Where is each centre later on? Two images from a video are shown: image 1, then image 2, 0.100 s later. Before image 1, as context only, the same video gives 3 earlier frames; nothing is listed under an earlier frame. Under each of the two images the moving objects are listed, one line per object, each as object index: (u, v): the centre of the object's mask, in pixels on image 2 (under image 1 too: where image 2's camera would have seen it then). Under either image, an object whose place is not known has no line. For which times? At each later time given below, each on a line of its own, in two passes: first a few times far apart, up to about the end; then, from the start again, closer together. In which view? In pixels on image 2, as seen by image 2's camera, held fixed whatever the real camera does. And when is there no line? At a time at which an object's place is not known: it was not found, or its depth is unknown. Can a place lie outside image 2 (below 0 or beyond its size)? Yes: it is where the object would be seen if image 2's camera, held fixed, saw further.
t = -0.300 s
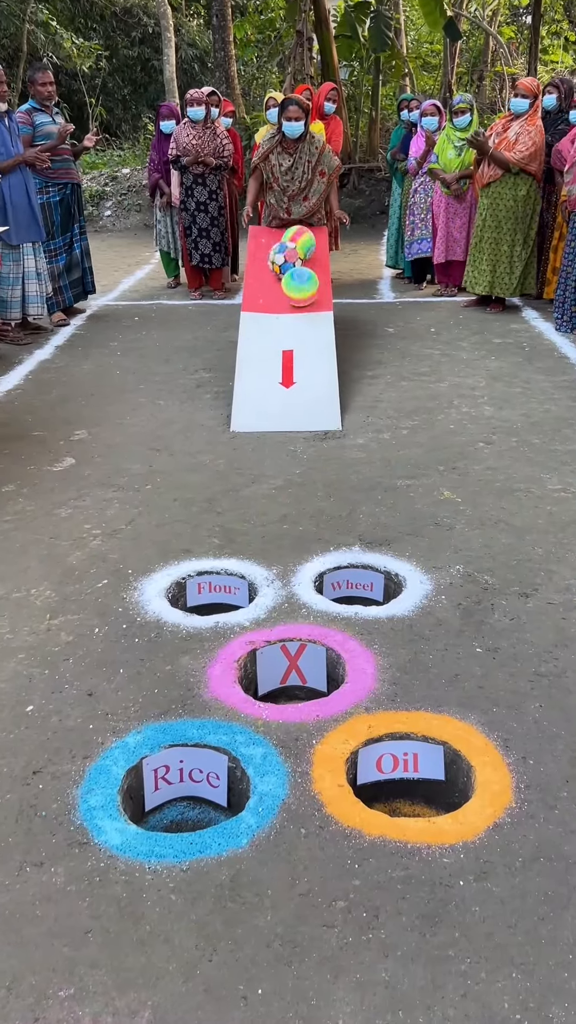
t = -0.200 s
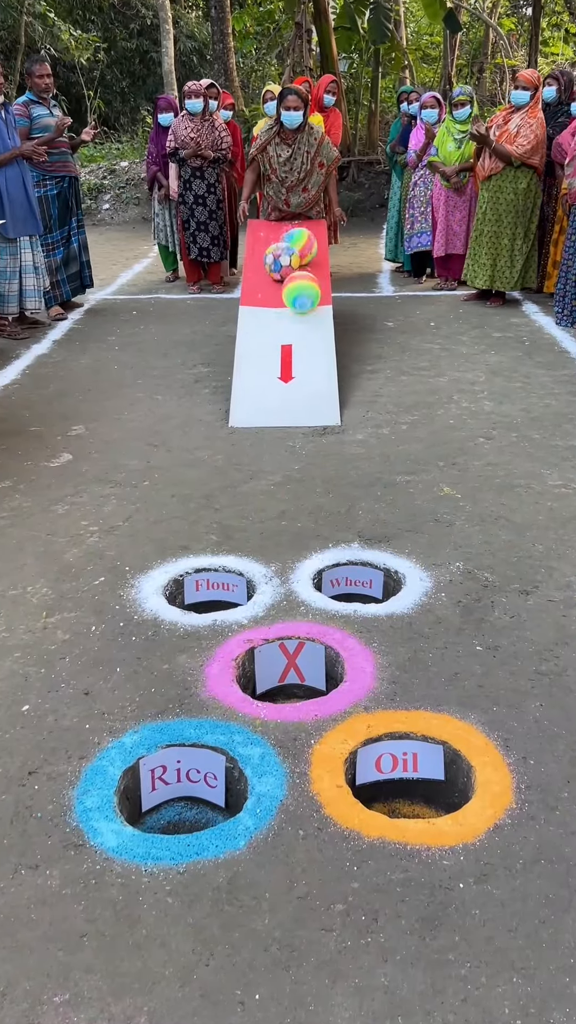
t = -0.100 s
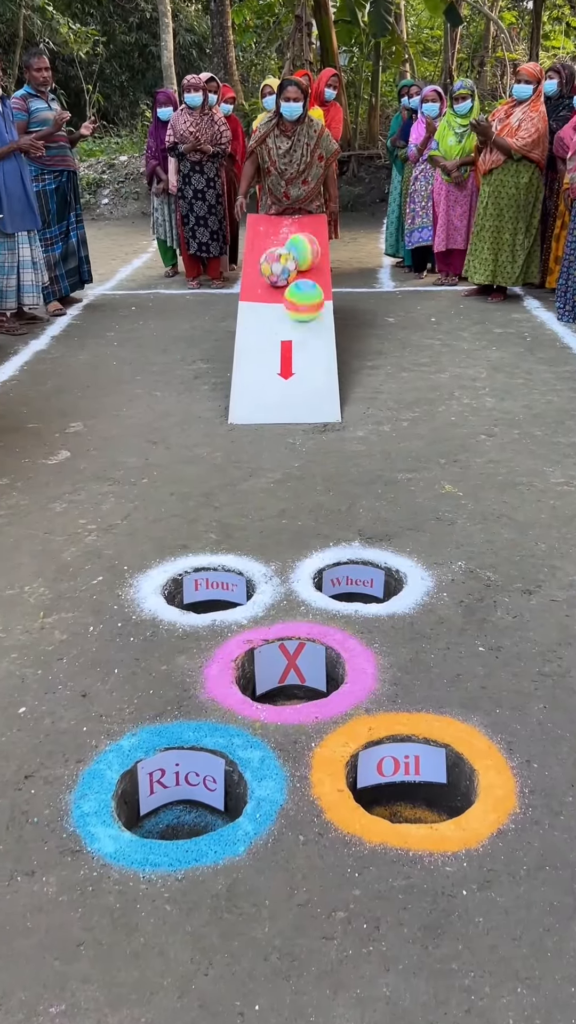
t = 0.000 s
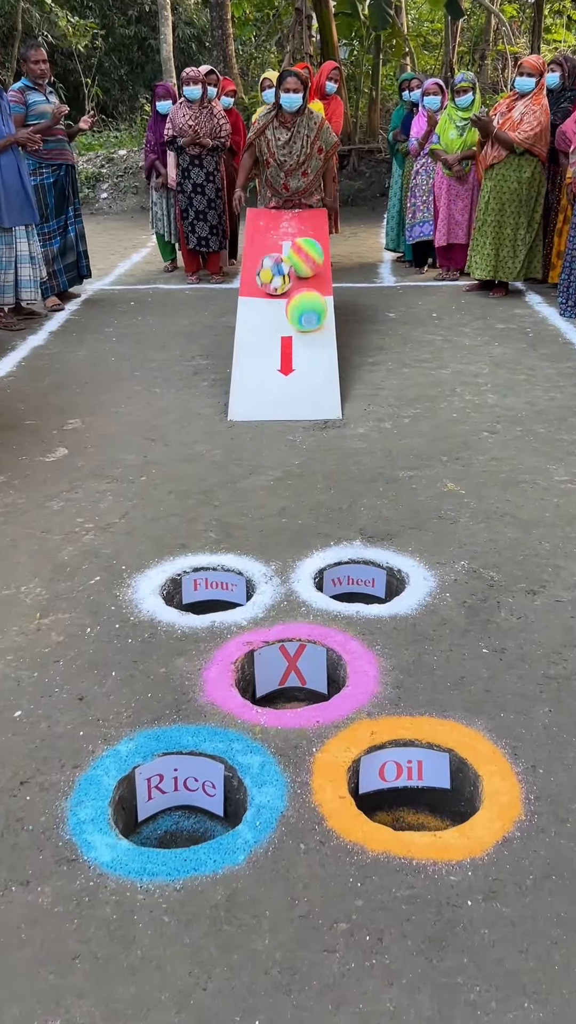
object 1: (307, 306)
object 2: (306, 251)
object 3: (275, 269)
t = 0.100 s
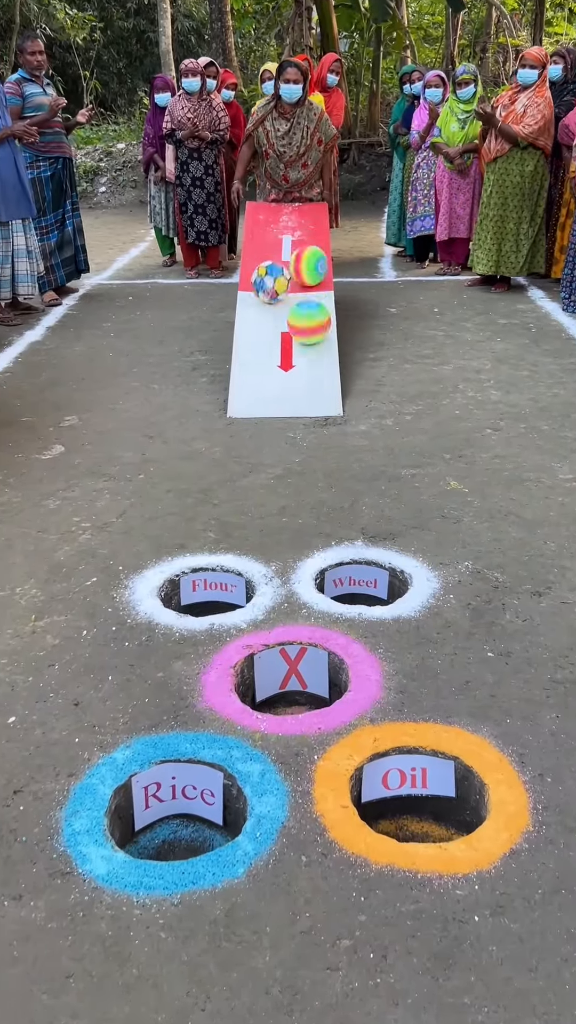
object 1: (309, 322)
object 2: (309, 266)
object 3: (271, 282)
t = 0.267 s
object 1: (313, 357)
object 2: (314, 293)
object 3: (264, 307)
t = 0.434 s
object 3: (257, 337)
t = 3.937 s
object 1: (209, 607)
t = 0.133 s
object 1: (310, 329)
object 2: (310, 271)
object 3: (270, 287)
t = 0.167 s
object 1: (310, 338)
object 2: (311, 276)
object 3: (269, 292)
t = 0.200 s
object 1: (311, 345)
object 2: (312, 282)
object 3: (267, 297)
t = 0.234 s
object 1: (312, 350)
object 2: (313, 287)
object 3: (266, 301)
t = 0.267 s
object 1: (313, 357)
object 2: (314, 293)
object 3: (264, 307)
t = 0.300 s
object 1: (313, 365)
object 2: (315, 299)
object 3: (263, 312)
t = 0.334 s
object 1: (314, 373)
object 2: (316, 305)
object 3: (262, 318)
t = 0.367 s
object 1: (315, 381)
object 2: (318, 311)
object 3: (260, 323)
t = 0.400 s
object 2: (319, 316)
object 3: (259, 330)
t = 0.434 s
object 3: (257, 337)
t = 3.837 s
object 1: (208, 607)
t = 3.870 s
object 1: (208, 607)
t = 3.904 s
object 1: (209, 607)
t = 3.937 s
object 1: (209, 607)
